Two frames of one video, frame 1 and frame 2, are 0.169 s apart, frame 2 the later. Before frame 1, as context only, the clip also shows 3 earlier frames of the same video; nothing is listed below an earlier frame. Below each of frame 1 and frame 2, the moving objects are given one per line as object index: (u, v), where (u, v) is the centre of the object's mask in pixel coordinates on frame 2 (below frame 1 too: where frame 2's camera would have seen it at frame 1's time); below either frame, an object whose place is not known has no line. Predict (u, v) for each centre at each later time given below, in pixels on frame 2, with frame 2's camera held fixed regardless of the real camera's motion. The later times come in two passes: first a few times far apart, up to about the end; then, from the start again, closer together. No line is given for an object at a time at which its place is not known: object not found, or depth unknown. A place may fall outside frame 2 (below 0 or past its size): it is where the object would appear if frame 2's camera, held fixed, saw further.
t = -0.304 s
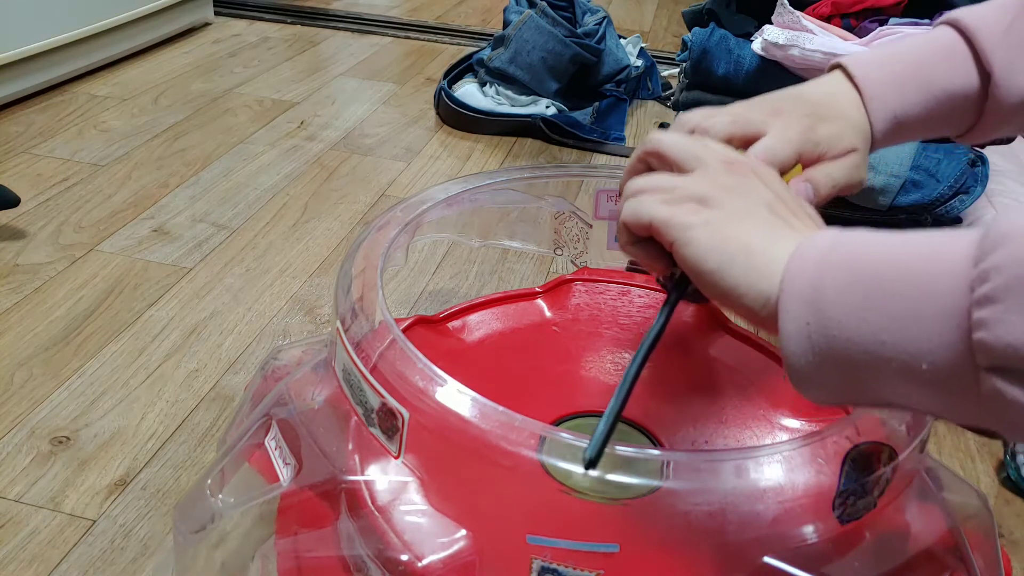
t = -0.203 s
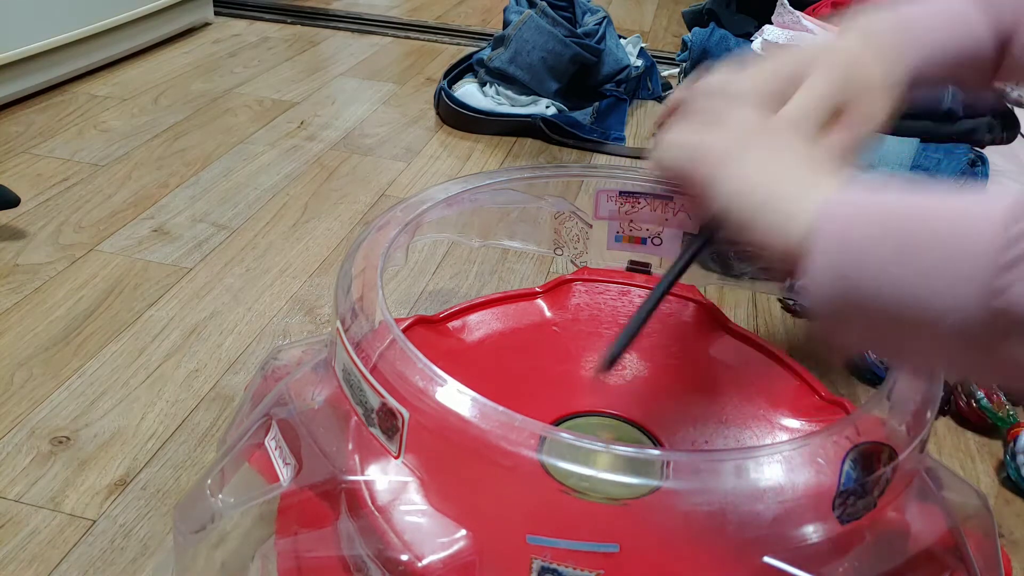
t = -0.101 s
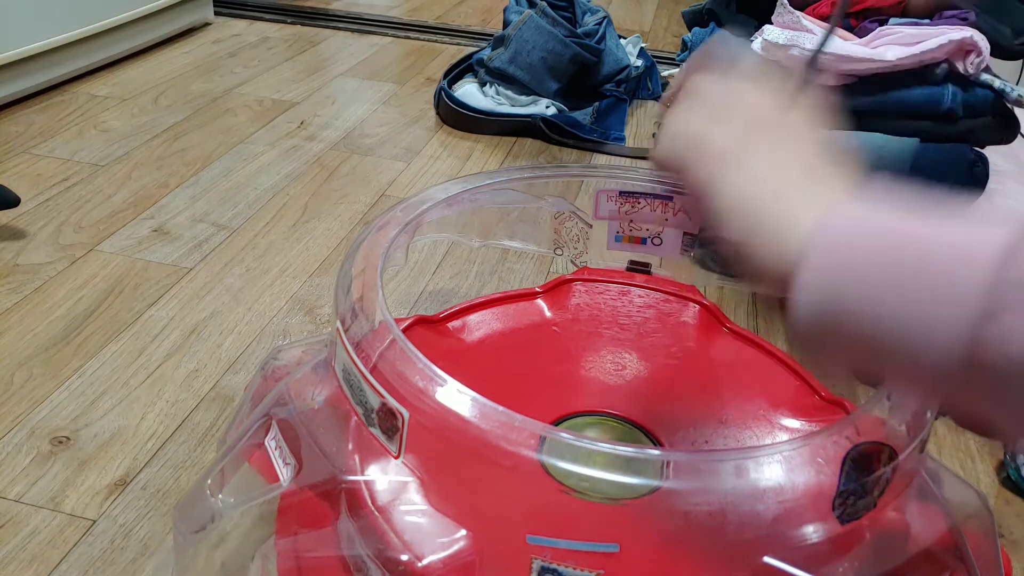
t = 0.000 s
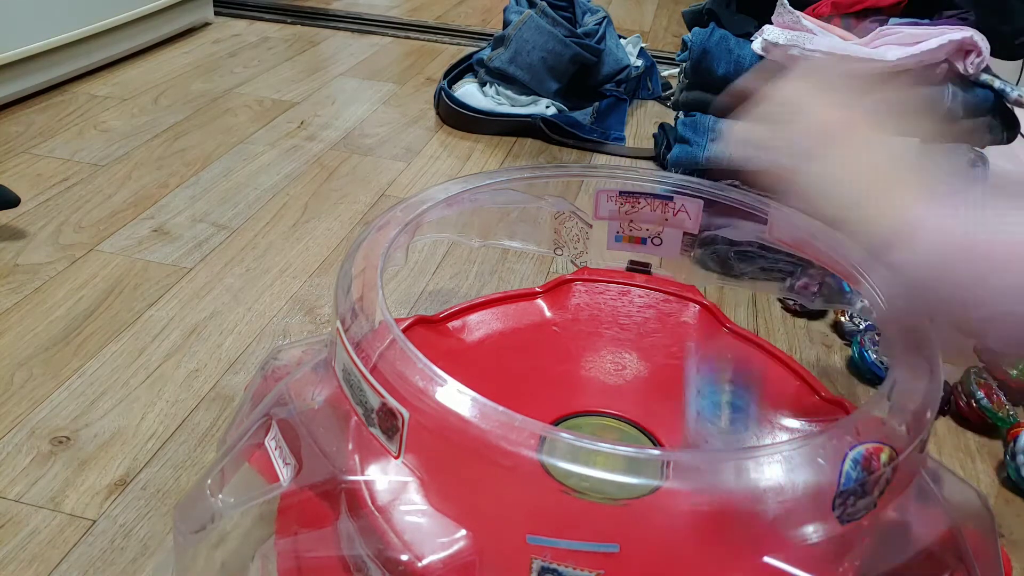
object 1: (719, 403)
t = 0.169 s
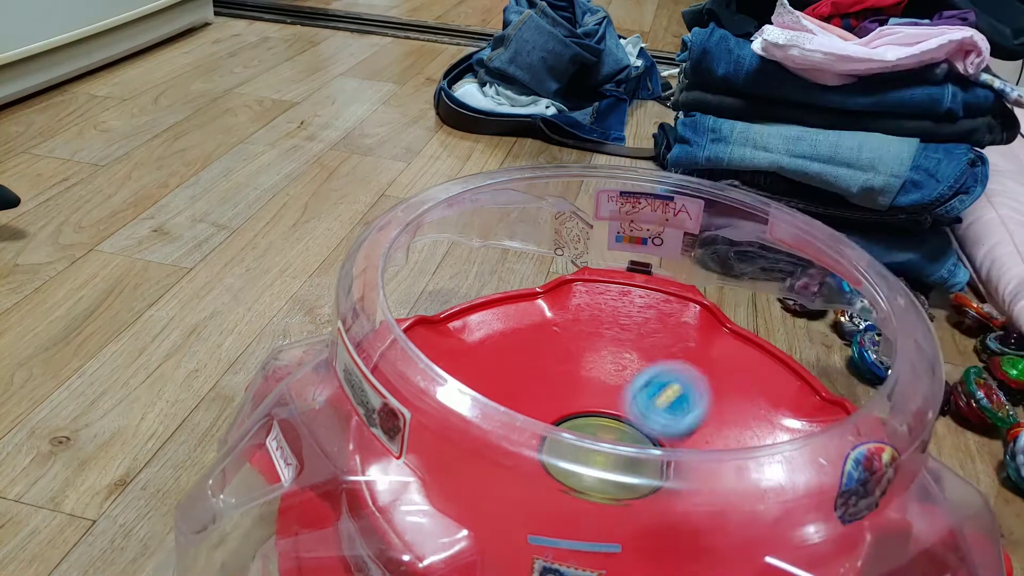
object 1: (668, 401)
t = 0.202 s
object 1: (648, 417)
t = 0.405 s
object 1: (537, 451)
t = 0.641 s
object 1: (514, 413)
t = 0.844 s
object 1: (539, 405)
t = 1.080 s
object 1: (593, 413)
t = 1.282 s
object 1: (582, 417)
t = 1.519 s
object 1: (590, 474)
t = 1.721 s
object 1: (657, 457)
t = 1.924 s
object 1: (632, 425)
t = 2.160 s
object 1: (611, 427)
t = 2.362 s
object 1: (611, 423)
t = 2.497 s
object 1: (601, 424)
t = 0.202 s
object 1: (648, 417)
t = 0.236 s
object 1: (622, 463)
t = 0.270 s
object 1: (607, 458)
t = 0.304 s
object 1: (587, 454)
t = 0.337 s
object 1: (567, 459)
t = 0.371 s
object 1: (549, 454)
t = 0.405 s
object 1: (537, 451)
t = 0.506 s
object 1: (515, 435)
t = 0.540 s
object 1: (511, 428)
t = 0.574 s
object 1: (511, 422)
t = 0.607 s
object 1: (513, 413)
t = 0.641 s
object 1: (514, 413)
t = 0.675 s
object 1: (517, 412)
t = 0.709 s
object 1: (520, 410)
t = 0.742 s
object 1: (524, 409)
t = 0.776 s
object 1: (528, 407)
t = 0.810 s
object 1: (533, 406)
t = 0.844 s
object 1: (539, 405)
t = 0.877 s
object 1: (550, 398)
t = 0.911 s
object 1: (558, 400)
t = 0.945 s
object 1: (568, 403)
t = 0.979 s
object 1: (578, 406)
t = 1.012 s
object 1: (585, 408)
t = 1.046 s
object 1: (590, 411)
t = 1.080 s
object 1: (593, 413)
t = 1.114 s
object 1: (594, 414)
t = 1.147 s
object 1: (593, 415)
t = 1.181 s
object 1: (591, 415)
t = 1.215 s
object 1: (588, 416)
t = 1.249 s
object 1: (584, 416)
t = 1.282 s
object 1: (582, 417)
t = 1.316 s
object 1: (582, 418)
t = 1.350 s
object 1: (577, 433)
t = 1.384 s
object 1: (572, 448)
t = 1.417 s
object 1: (570, 455)
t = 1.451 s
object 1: (573, 467)
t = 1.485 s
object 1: (581, 473)
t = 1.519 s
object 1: (590, 474)
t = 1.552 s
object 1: (608, 474)
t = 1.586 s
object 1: (620, 477)
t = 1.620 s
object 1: (631, 471)
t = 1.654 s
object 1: (641, 468)
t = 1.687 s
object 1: (648, 464)
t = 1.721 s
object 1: (657, 457)
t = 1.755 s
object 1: (657, 450)
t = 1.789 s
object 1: (654, 447)
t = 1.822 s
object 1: (651, 443)
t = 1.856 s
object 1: (644, 428)
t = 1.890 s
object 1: (638, 426)
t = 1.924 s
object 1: (632, 425)
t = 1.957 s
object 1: (625, 424)
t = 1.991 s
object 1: (617, 424)
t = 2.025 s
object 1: (609, 424)
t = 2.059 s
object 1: (596, 422)
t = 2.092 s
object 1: (599, 424)
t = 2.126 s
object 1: (605, 425)
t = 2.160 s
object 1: (611, 427)
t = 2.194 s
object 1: (615, 427)
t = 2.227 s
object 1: (616, 426)
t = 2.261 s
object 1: (615, 425)
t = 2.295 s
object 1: (614, 425)
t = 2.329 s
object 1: (613, 424)
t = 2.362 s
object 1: (611, 423)
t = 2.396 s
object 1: (608, 423)
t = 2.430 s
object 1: (604, 422)
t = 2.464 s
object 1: (602, 423)
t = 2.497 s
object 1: (601, 424)
